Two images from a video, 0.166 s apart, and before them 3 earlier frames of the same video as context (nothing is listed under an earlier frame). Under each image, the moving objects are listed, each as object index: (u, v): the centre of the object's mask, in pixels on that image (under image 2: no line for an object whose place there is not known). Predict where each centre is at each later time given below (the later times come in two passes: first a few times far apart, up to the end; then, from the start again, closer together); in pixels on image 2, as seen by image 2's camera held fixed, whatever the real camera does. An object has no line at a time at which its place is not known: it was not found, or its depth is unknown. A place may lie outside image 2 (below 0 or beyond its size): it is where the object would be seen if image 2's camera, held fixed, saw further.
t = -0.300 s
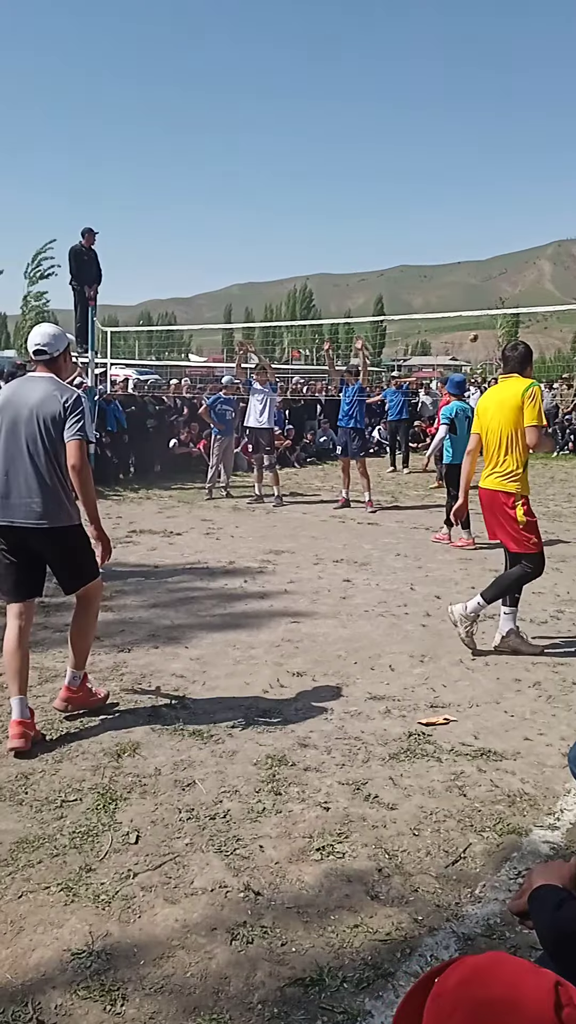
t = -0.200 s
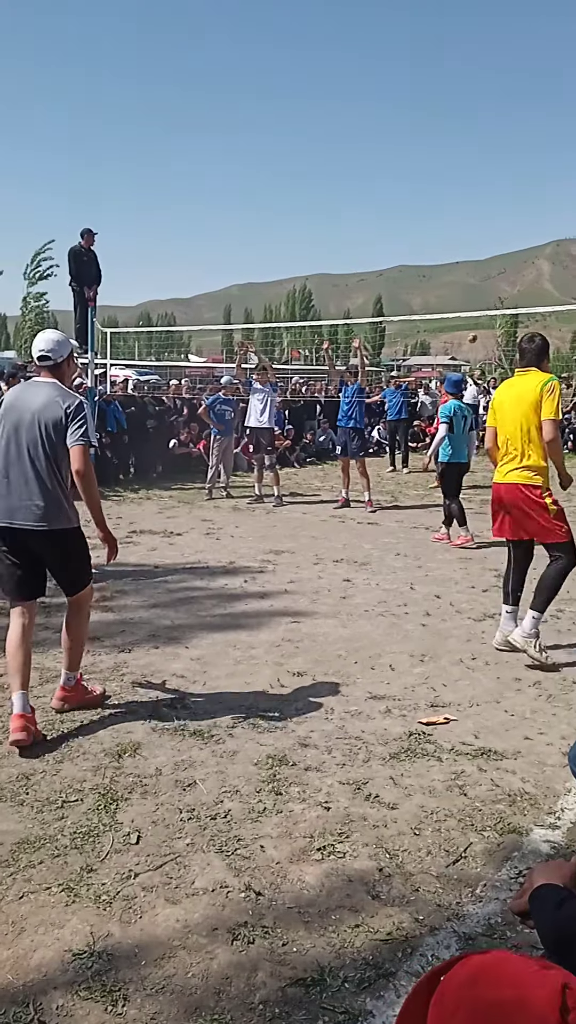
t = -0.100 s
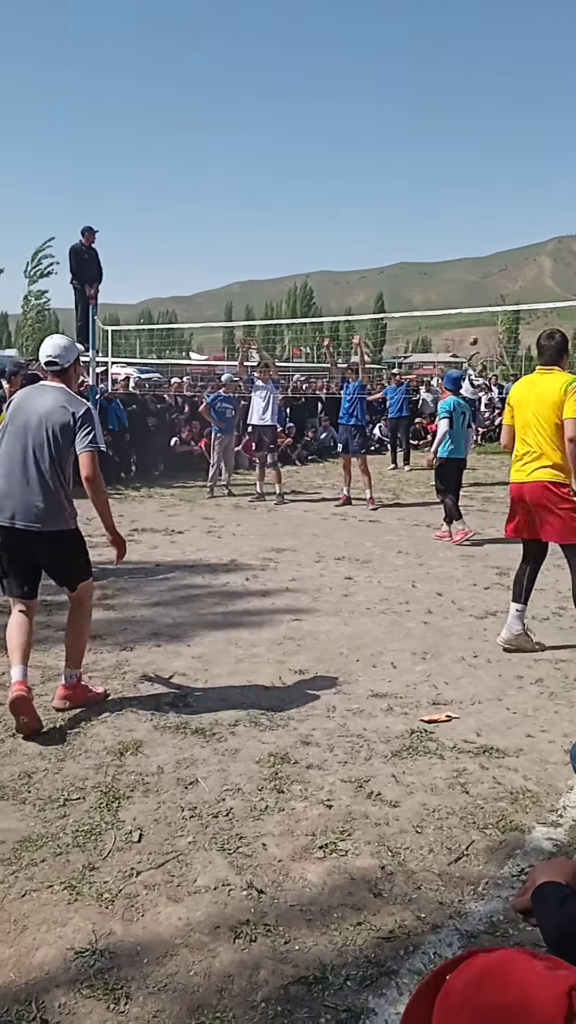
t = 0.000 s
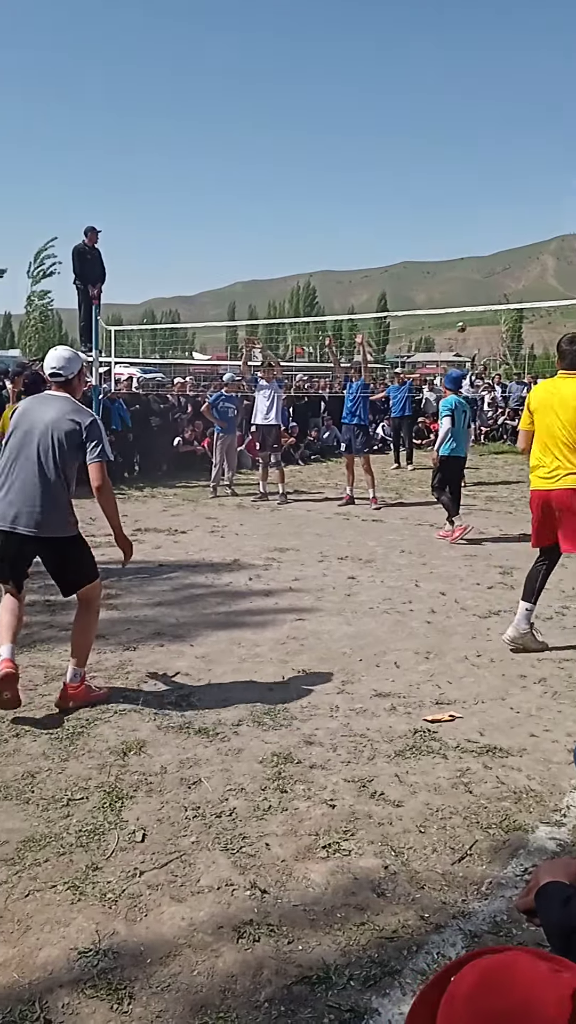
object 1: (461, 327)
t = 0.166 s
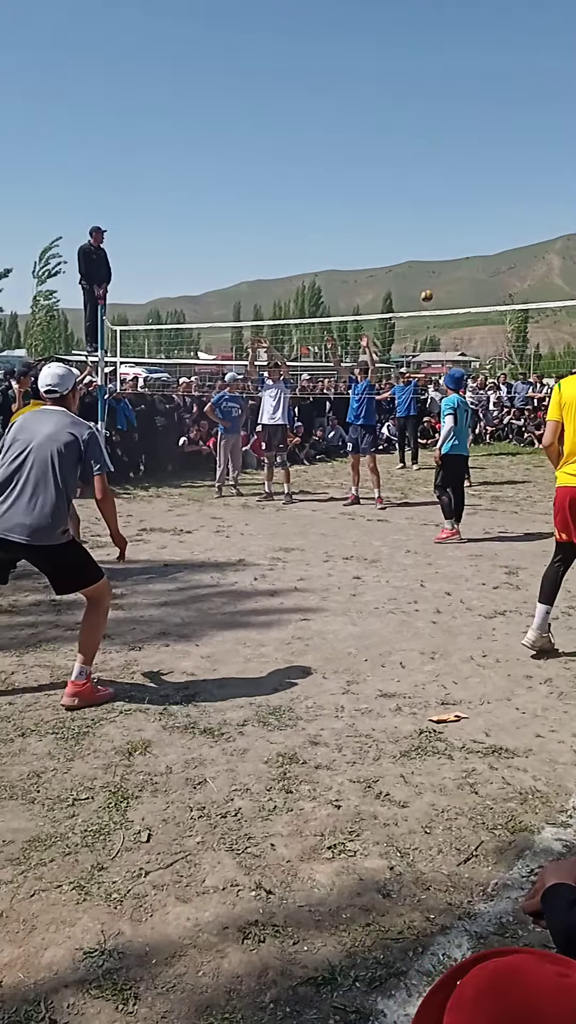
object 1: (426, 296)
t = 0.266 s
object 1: (397, 280)
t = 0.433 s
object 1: (340, 262)
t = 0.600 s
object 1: (262, 254)
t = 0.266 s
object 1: (397, 280)
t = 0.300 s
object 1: (387, 276)
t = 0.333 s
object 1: (376, 272)
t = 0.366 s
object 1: (365, 268)
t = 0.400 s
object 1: (353, 265)
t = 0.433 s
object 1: (340, 262)
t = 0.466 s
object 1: (326, 259)
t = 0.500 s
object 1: (311, 257)
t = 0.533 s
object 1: (296, 255)
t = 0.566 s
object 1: (280, 254)
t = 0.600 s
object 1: (262, 254)
